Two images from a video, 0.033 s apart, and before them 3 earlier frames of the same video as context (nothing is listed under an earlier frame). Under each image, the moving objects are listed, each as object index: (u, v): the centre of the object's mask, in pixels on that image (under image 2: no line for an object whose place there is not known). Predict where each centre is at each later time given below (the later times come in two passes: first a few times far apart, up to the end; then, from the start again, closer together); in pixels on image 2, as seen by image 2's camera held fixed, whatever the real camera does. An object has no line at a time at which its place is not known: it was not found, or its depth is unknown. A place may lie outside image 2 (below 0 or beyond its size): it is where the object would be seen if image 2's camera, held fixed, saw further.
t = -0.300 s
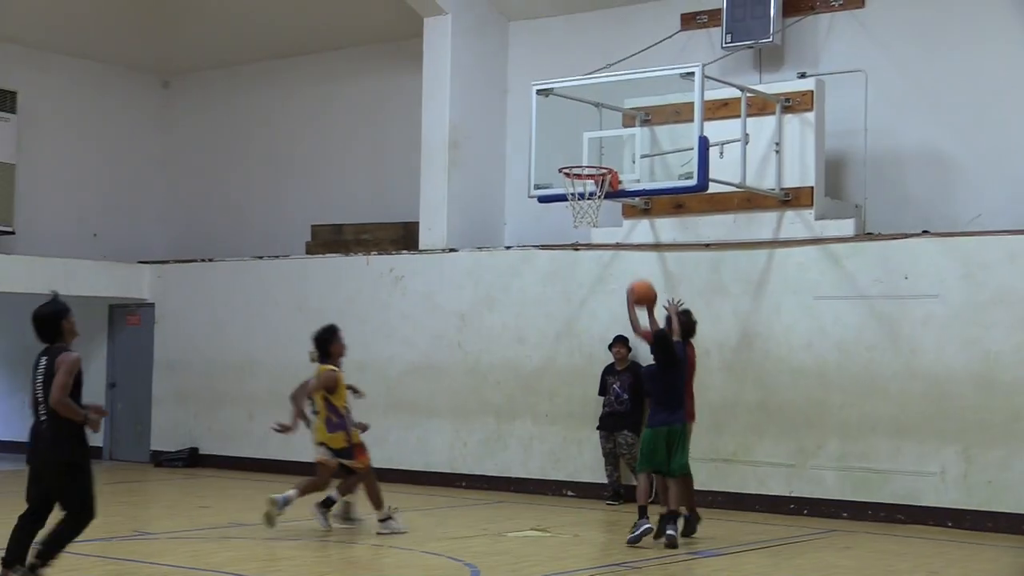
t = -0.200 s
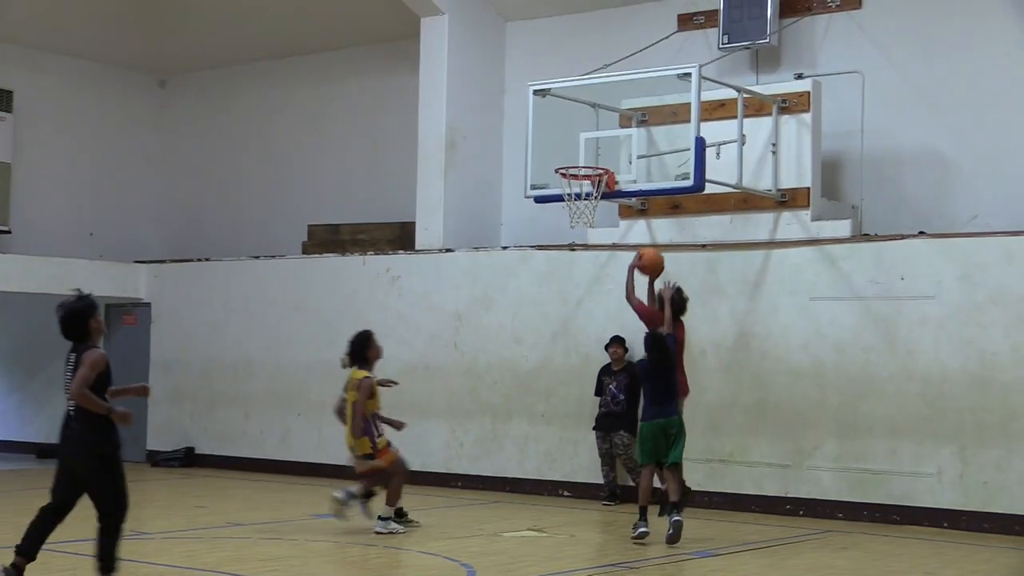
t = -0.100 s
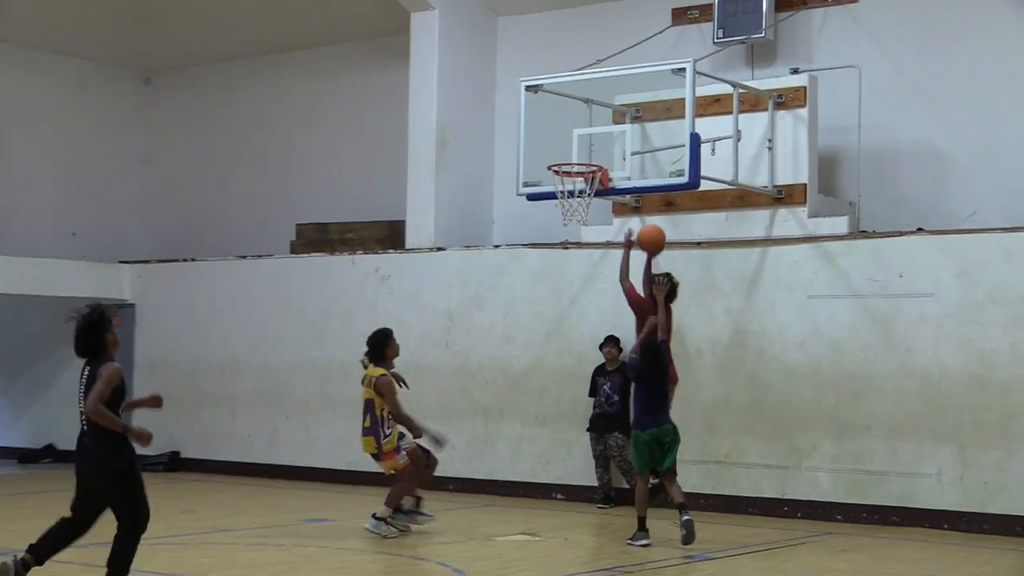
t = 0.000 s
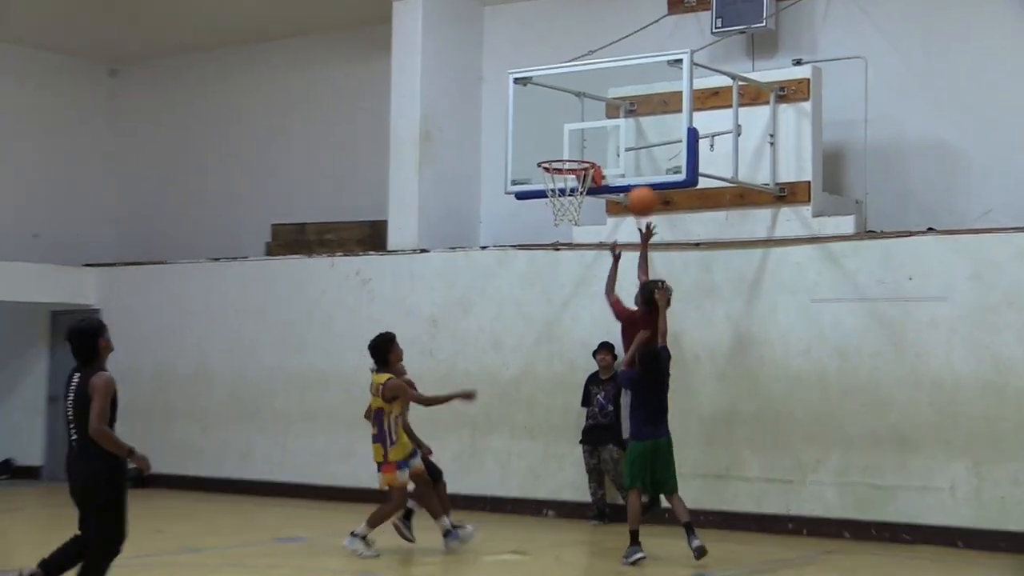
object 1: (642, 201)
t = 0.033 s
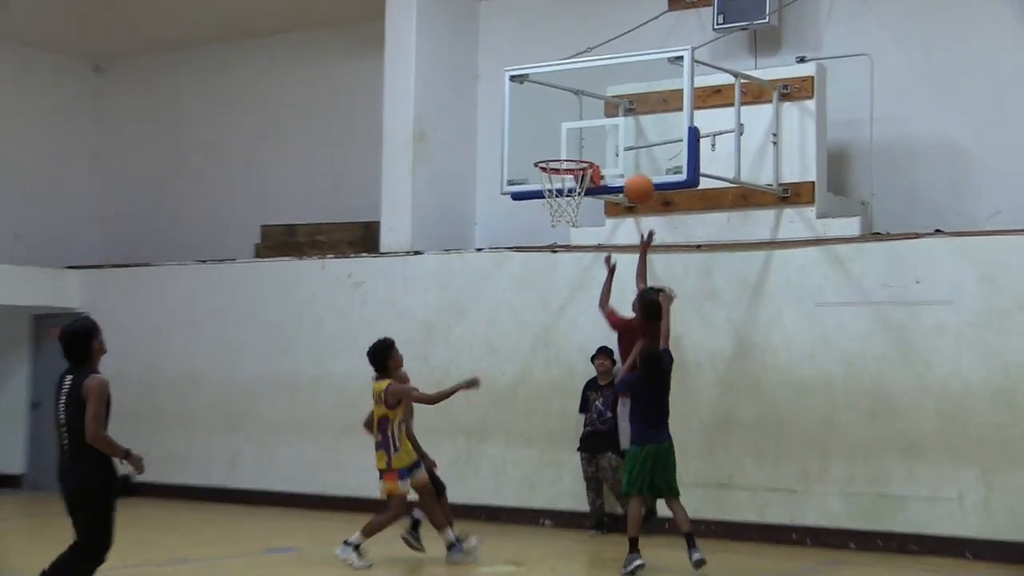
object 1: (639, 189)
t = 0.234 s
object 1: (618, 143)
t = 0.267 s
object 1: (612, 142)
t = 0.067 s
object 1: (636, 179)
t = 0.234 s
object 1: (618, 143)
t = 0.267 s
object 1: (612, 142)
